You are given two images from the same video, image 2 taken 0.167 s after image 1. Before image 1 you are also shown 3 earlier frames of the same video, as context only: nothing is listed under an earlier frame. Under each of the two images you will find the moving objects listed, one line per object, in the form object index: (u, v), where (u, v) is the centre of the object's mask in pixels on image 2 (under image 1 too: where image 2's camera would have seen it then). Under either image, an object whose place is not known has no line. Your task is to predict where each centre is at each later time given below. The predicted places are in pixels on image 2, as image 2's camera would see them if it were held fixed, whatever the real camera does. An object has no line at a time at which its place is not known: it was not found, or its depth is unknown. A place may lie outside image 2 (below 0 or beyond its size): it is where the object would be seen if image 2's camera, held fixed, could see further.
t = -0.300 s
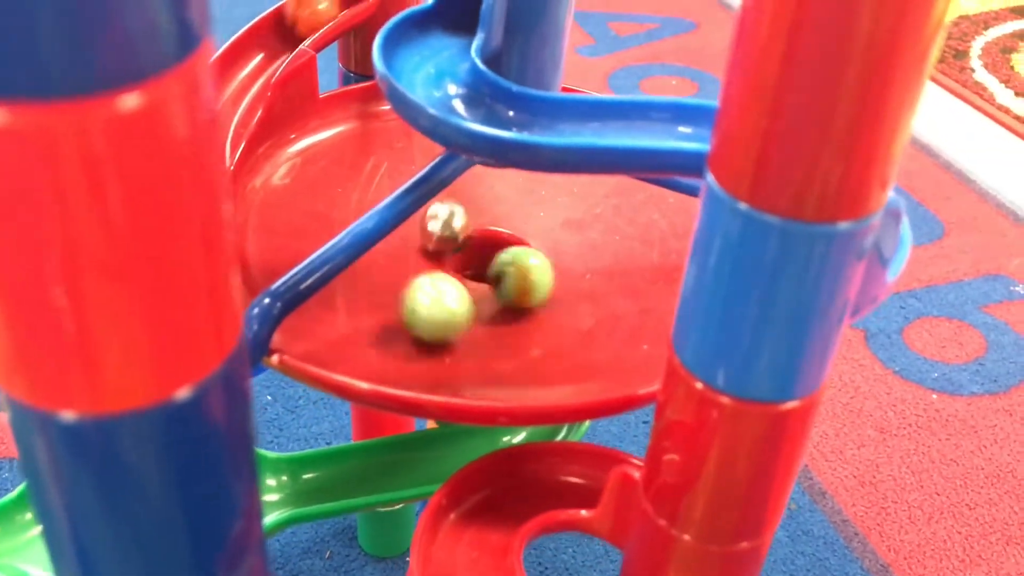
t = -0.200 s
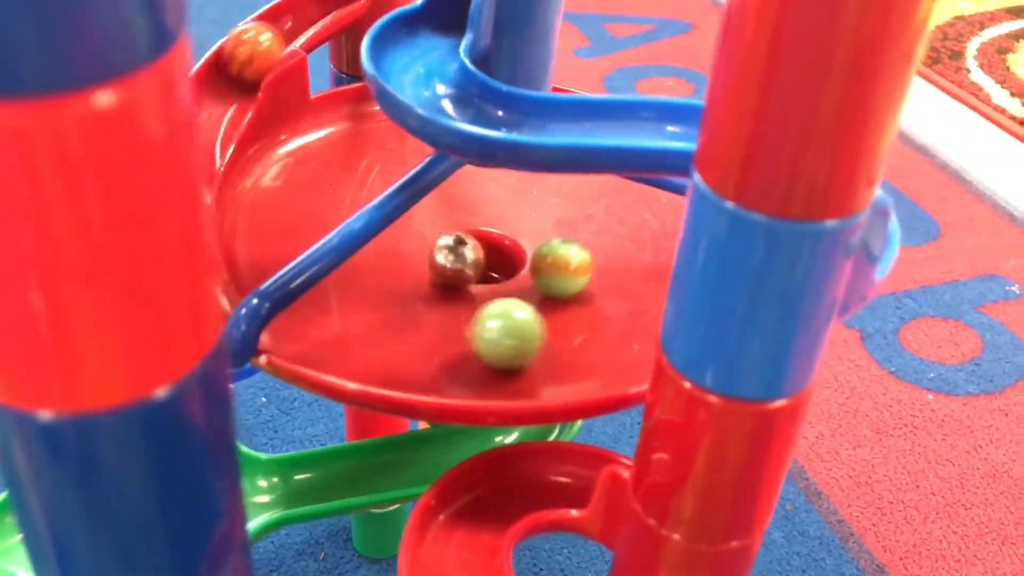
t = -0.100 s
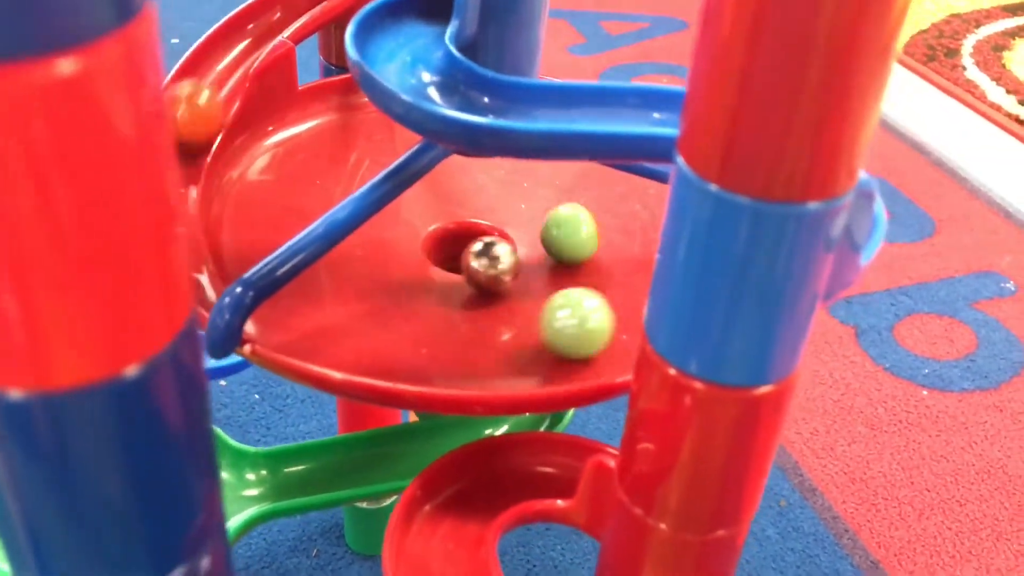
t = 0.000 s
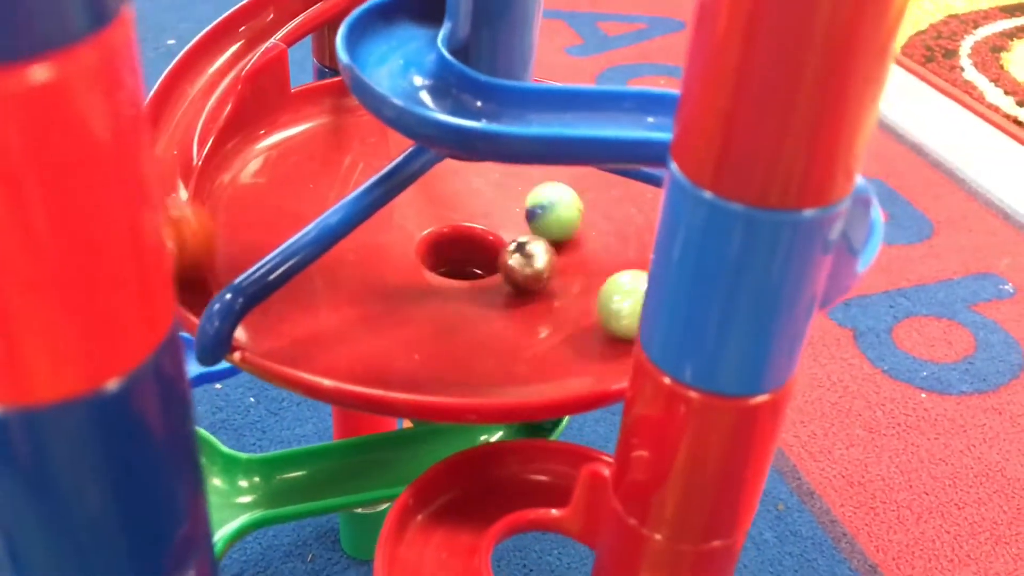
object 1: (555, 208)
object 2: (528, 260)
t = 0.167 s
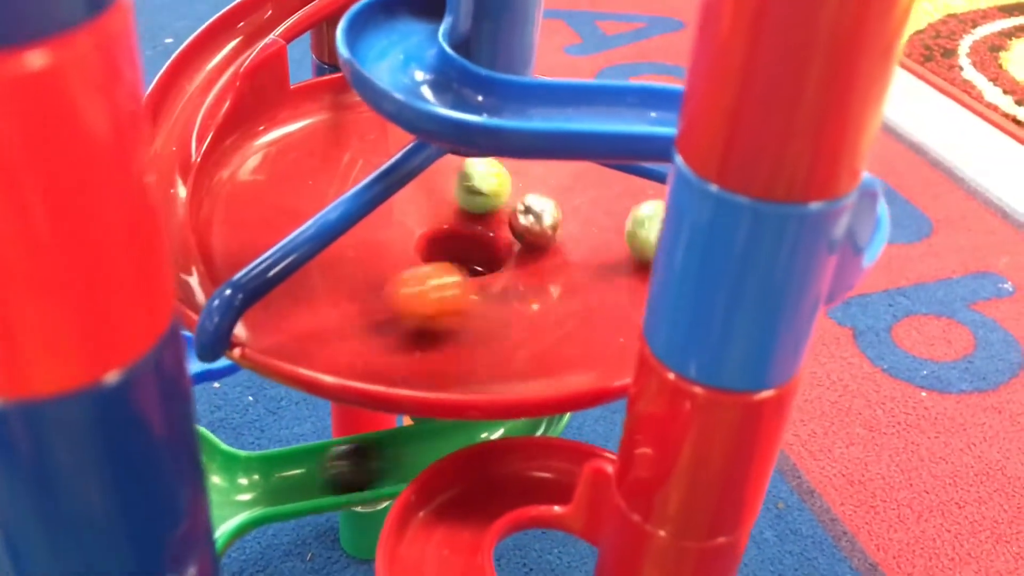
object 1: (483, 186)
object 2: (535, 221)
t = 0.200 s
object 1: (465, 186)
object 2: (526, 214)
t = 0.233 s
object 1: (447, 188)
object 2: (514, 207)
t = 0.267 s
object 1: (433, 195)
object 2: (500, 200)
